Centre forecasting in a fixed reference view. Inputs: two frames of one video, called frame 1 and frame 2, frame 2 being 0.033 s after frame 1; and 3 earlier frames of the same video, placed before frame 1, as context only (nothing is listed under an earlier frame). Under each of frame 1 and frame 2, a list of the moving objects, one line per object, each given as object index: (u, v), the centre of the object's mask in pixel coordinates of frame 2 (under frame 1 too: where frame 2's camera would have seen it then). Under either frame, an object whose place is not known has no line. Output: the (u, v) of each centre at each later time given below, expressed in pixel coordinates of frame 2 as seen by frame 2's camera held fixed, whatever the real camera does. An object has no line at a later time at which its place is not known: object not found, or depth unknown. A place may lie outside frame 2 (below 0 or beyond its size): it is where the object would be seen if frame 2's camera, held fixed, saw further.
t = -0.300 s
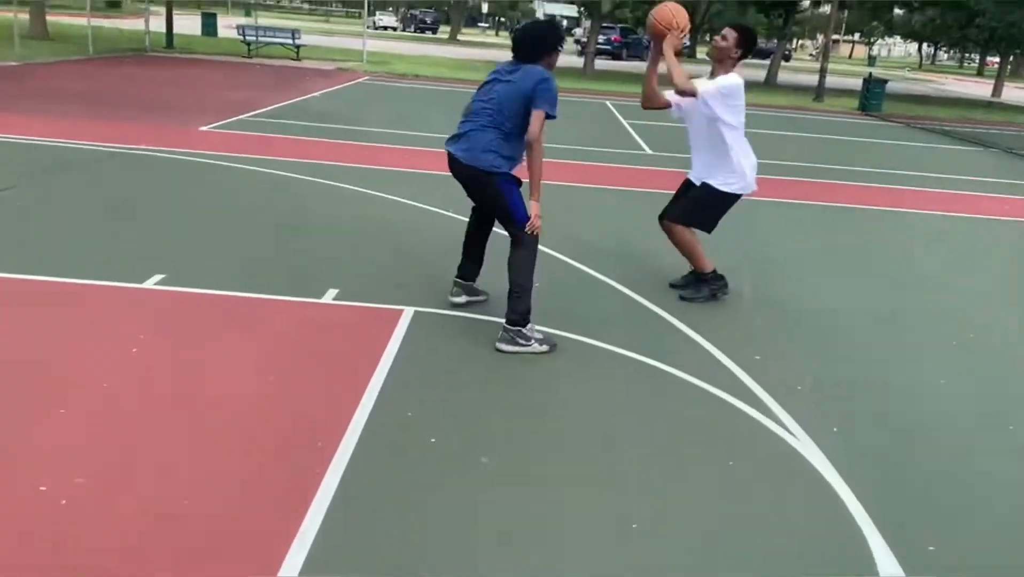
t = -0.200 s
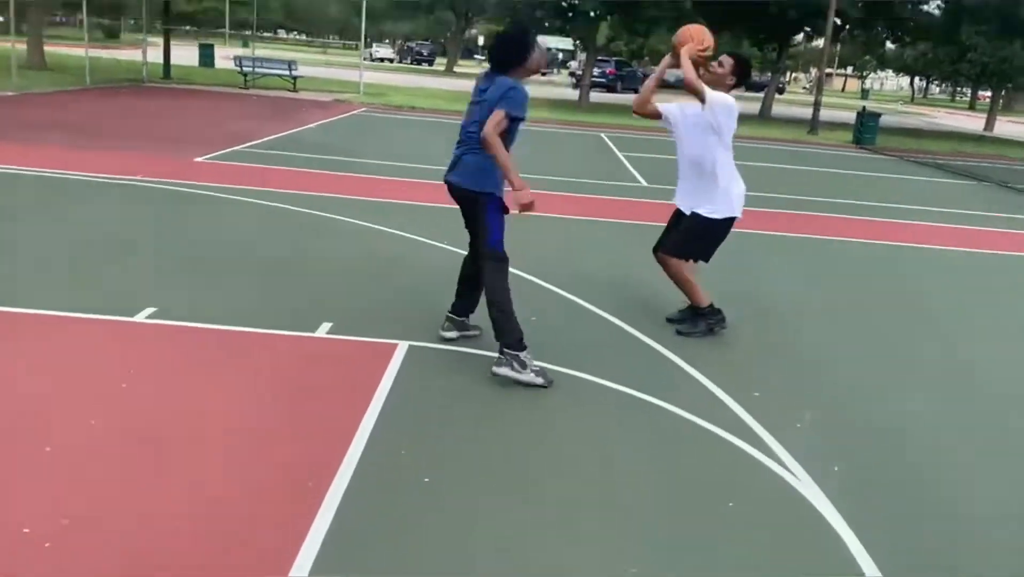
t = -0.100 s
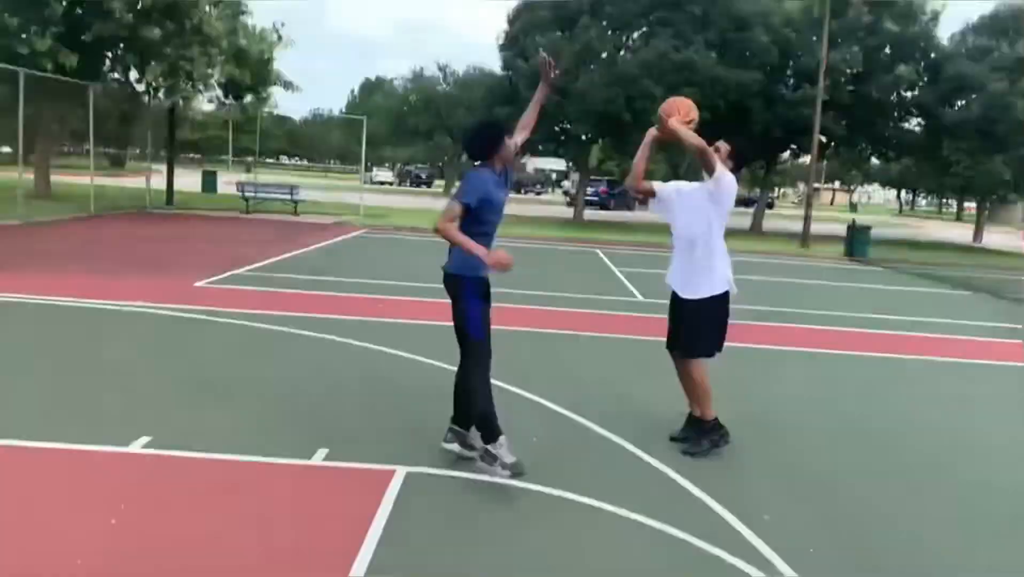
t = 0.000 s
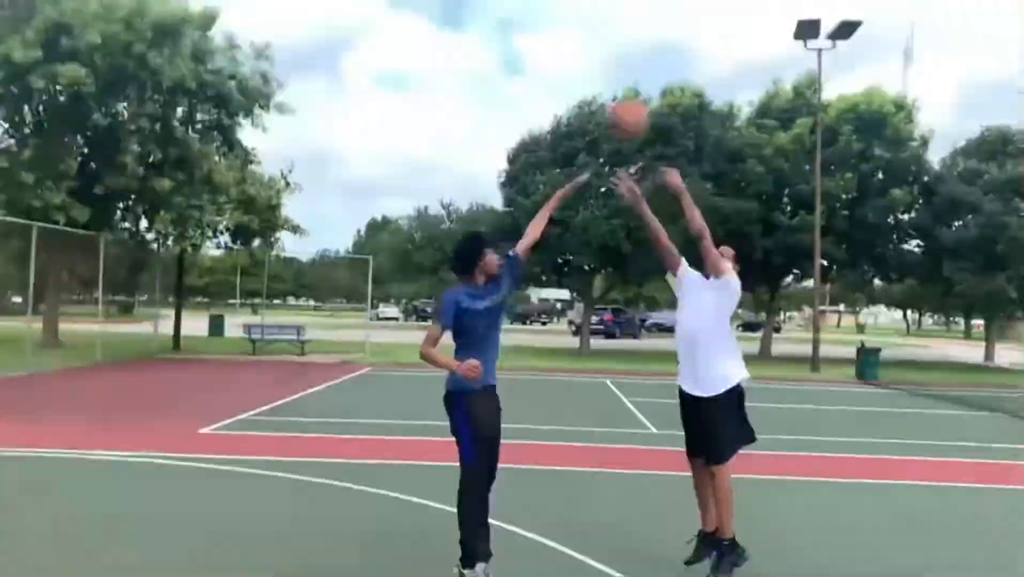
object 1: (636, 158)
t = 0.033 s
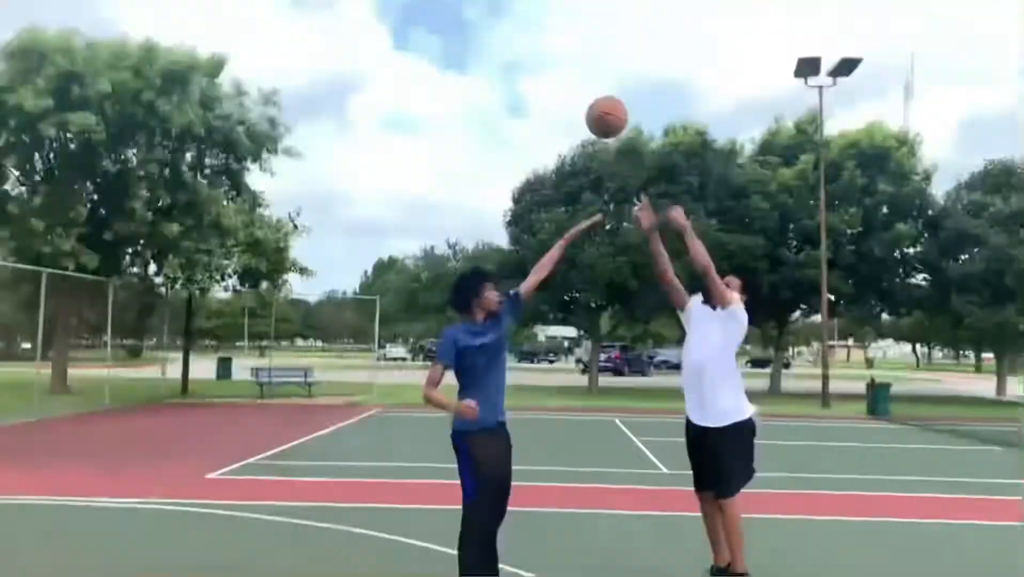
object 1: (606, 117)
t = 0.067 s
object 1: (580, 73)
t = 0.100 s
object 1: (553, 31)
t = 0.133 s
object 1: (528, -8)
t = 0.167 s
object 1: (504, -44)
